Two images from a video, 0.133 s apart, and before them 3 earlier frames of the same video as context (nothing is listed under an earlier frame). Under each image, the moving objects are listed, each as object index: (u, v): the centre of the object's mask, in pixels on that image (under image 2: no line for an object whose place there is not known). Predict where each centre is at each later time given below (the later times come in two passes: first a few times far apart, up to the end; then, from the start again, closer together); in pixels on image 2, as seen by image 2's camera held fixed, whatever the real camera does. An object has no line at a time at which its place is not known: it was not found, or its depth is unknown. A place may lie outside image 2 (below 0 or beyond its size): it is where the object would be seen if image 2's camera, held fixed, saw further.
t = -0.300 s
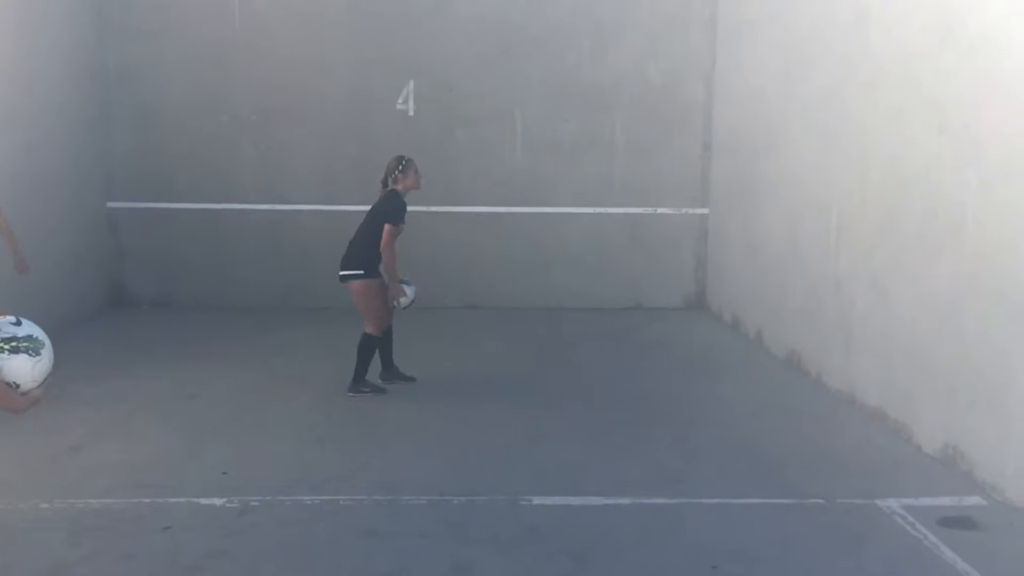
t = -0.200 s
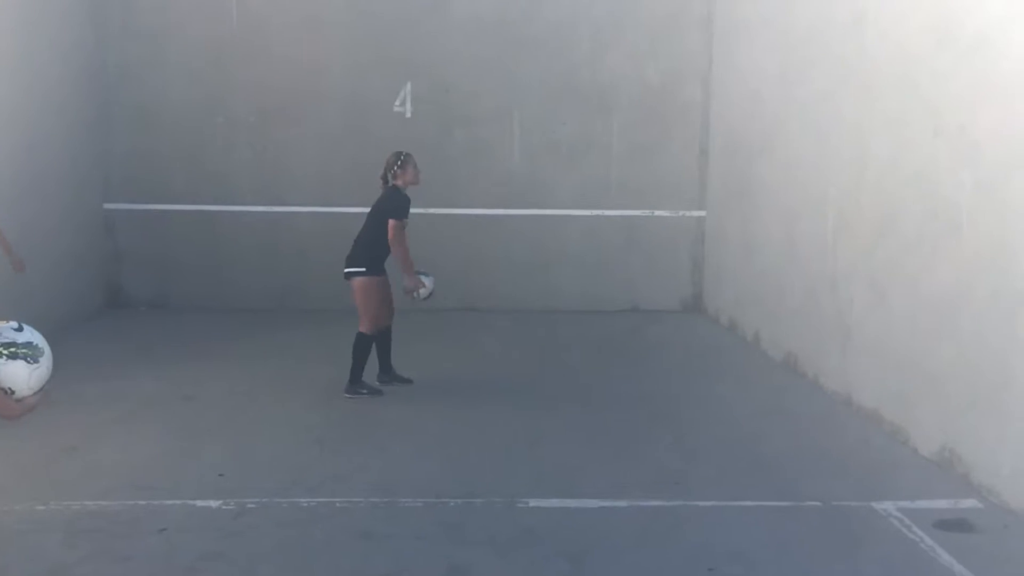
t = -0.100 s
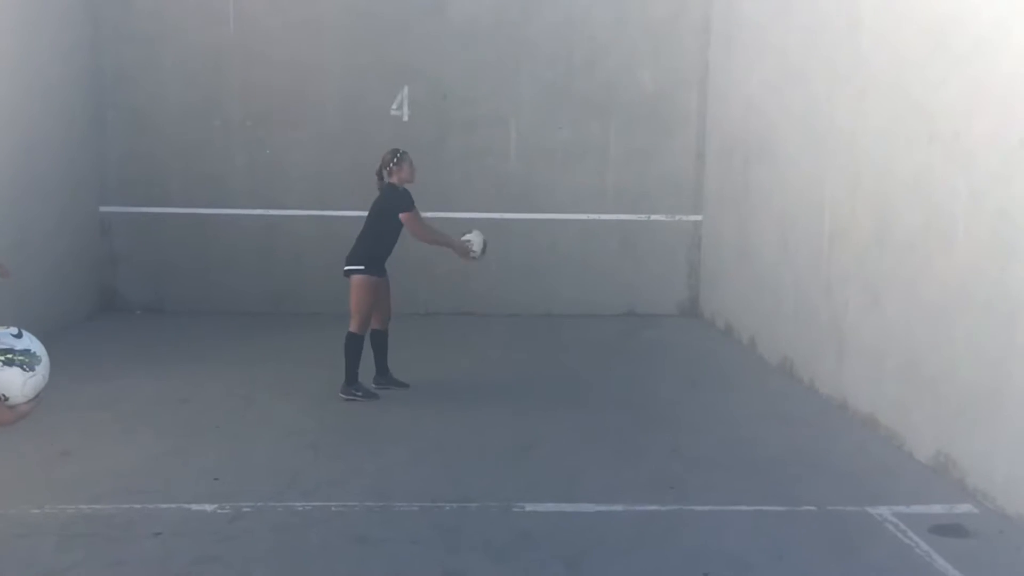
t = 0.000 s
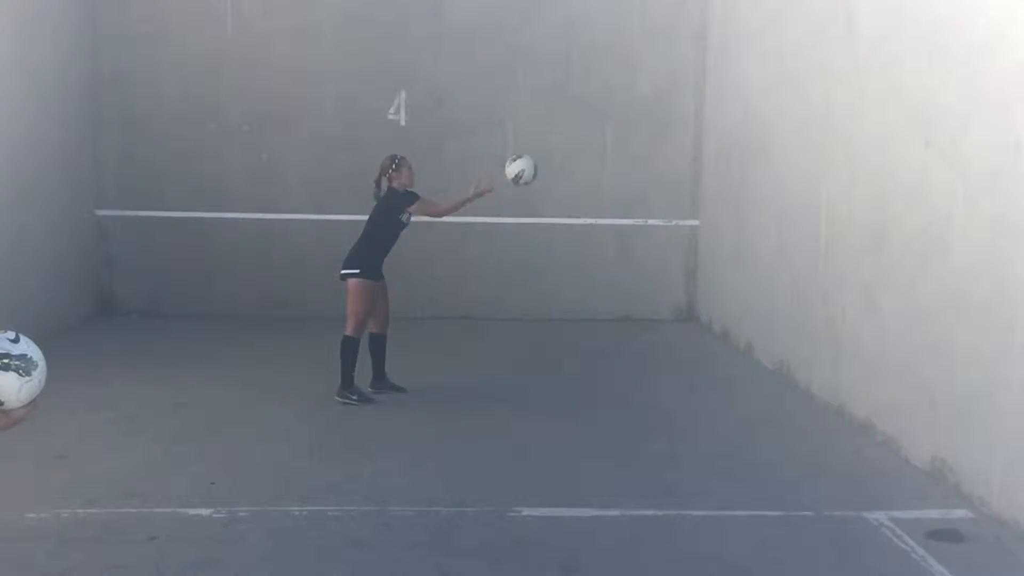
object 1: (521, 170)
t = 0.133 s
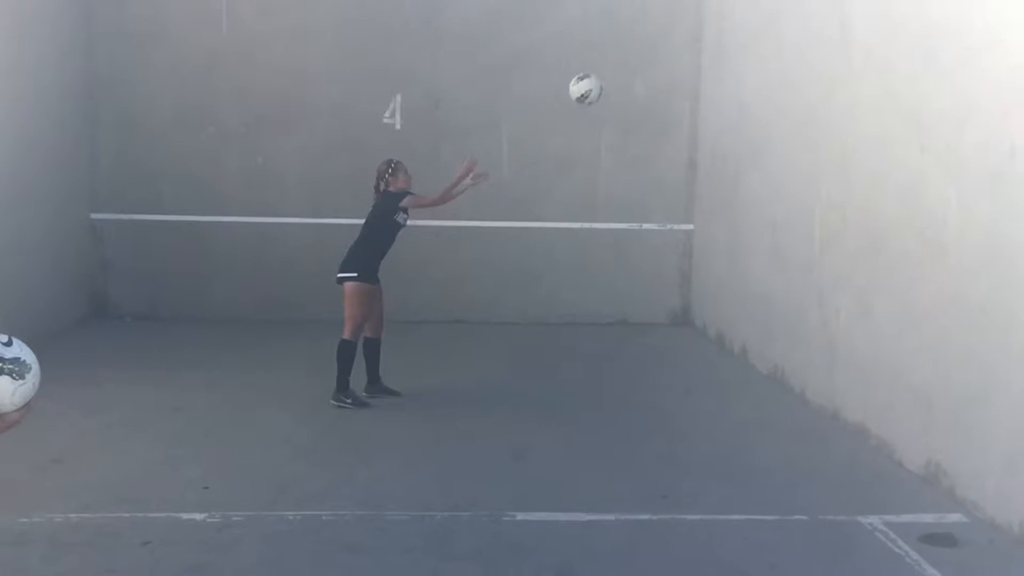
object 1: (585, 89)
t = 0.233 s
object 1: (637, 42)
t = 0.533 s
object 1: (784, 0)
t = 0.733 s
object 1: (747, 29)
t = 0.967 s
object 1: (651, 129)
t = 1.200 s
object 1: (557, 300)
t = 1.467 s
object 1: (486, 266)
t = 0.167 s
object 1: (602, 72)
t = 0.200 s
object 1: (619, 56)
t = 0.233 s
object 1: (637, 42)
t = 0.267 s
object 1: (654, 30)
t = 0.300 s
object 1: (668, 20)
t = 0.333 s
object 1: (685, 11)
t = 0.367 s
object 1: (701, 5)
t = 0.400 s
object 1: (717, 3)
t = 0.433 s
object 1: (733, 1)
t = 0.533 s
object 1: (784, 0)
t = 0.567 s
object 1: (799, 1)
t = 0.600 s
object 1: (803, 3)
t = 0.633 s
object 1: (788, 7)
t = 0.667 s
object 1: (775, 13)
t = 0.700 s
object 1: (761, 20)
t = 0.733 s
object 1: (747, 29)
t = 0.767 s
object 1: (733, 39)
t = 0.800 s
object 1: (720, 50)
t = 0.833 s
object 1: (706, 62)
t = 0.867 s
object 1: (692, 76)
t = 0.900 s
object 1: (678, 92)
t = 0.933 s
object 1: (664, 110)
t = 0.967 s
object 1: (651, 129)
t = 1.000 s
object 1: (638, 149)
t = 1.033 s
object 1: (624, 171)
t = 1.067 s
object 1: (611, 195)
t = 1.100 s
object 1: (597, 219)
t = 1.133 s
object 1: (583, 244)
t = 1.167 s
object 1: (571, 272)
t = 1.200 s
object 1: (557, 300)
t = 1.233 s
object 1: (545, 330)
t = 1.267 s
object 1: (533, 360)
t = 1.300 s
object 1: (523, 375)
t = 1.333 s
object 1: (515, 350)
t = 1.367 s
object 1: (508, 328)
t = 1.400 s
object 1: (500, 306)
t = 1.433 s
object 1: (493, 285)
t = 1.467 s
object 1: (486, 266)
